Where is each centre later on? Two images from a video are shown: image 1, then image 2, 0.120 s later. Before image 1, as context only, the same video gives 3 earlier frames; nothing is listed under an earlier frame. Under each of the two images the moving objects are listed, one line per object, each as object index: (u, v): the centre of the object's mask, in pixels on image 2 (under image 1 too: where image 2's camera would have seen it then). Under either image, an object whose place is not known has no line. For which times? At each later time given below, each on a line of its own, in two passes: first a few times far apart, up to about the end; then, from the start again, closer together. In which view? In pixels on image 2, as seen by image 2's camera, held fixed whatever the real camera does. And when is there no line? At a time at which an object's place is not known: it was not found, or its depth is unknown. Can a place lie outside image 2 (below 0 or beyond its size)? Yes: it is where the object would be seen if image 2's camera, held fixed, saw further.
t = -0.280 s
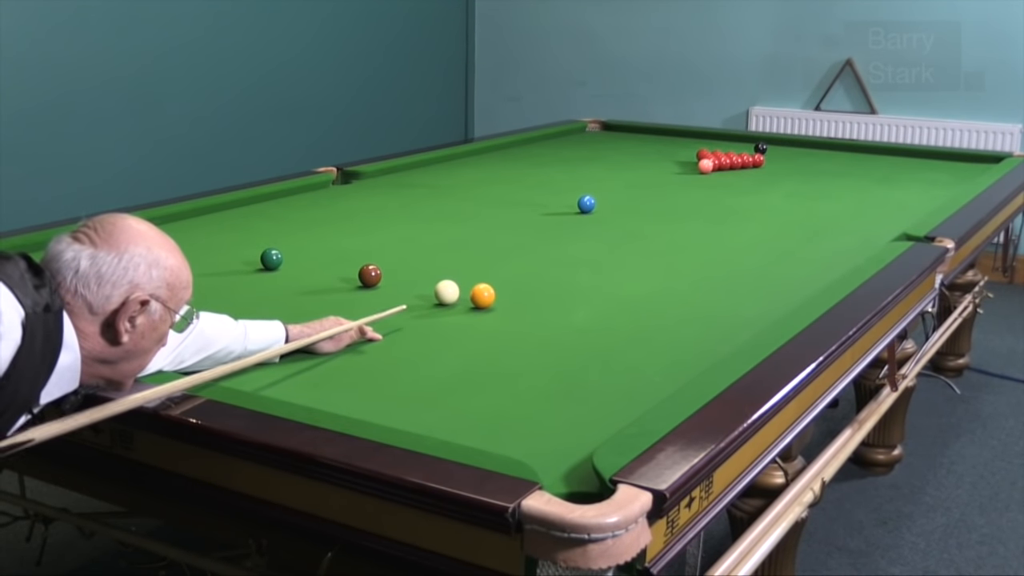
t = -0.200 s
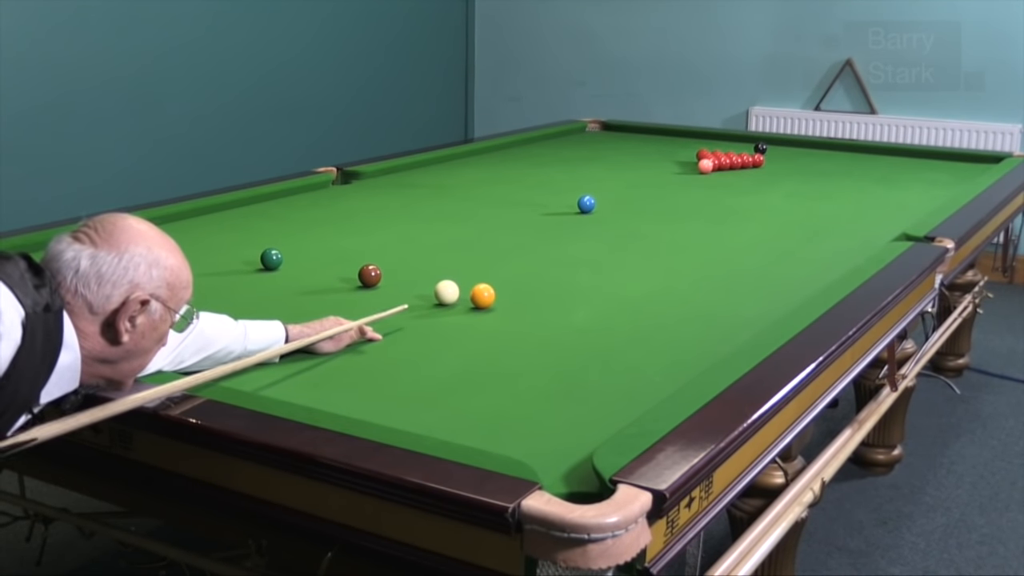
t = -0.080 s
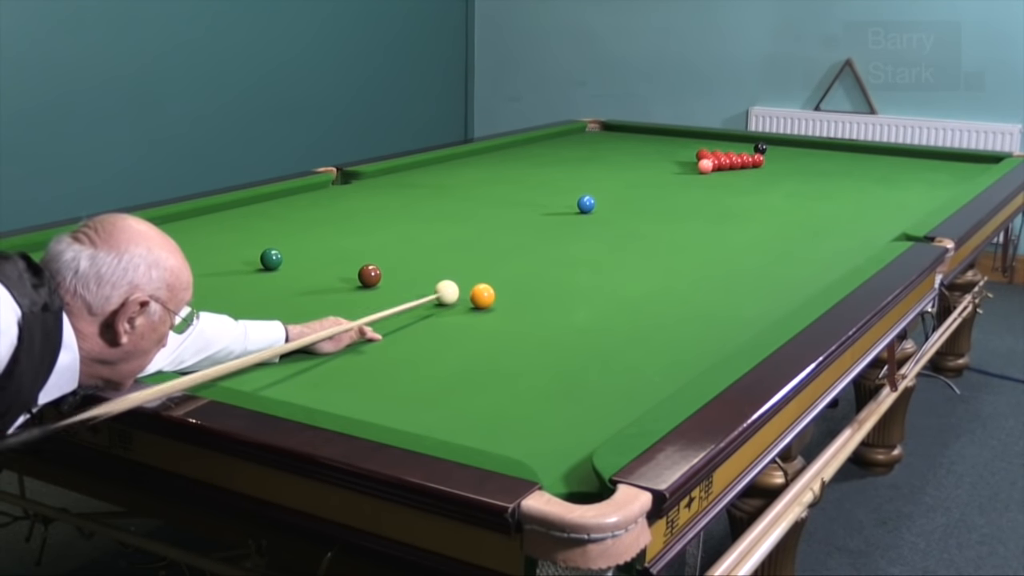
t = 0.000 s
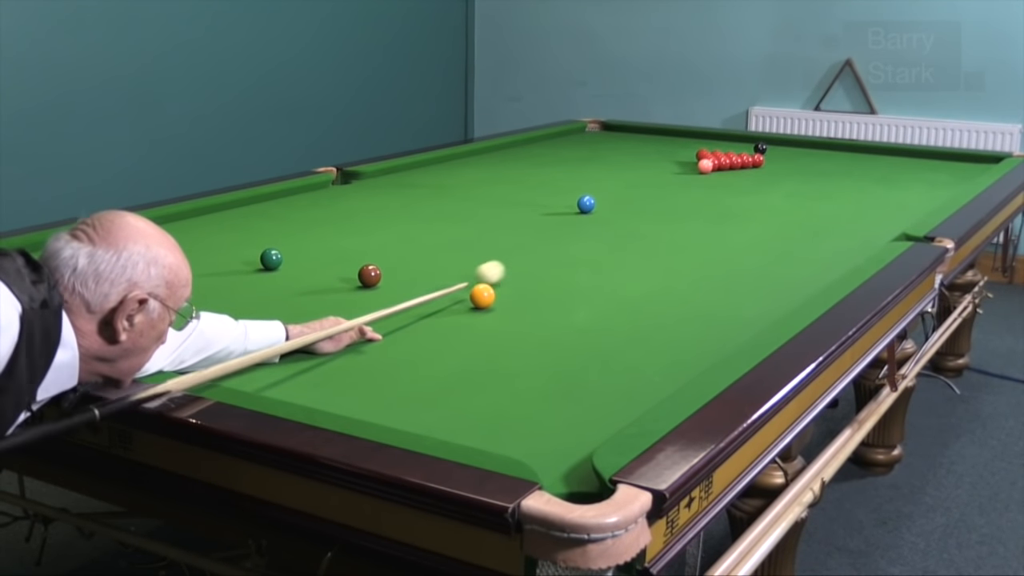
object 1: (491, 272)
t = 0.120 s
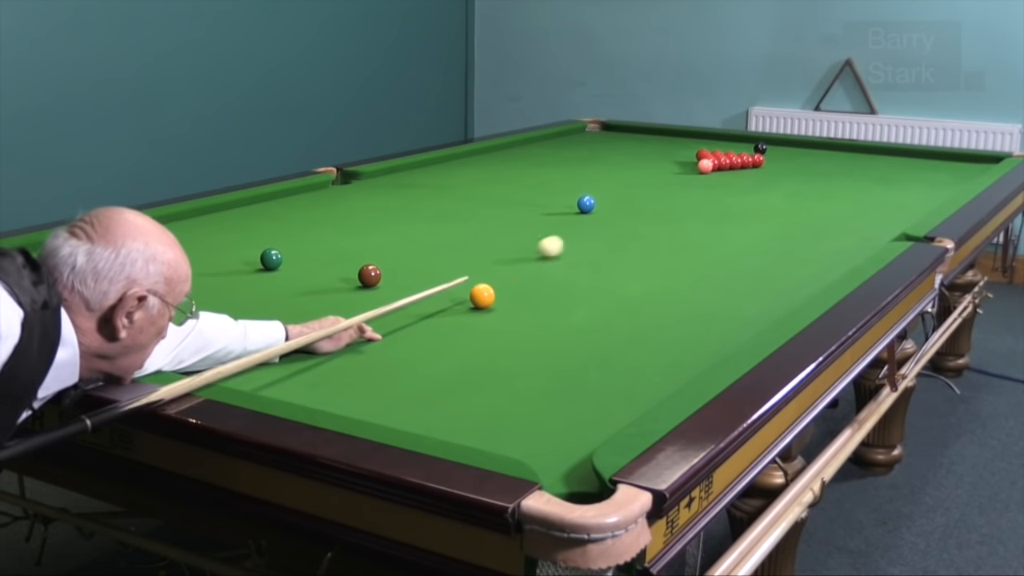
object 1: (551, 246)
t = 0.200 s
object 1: (584, 232)
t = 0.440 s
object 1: (663, 200)
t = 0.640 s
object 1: (713, 179)
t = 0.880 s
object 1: (771, 163)
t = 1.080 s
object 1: (834, 161)
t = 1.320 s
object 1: (902, 158)
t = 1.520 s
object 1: (955, 155)
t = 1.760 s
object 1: (980, 163)
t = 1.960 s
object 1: (937, 165)
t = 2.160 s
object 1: (893, 167)
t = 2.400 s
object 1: (841, 169)
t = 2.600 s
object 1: (797, 171)
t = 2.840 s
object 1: (744, 173)
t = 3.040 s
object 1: (700, 175)
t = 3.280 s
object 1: (648, 177)
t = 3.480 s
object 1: (603, 179)
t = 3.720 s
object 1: (550, 182)
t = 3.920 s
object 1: (505, 184)
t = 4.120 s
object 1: (462, 186)
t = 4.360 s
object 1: (409, 188)
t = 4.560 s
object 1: (365, 190)
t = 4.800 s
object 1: (314, 193)
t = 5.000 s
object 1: (270, 195)
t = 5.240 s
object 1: (263, 201)
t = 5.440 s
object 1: (259, 207)
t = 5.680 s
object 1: (253, 213)
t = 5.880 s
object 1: (249, 218)
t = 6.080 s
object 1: (245, 223)
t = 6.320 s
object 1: (239, 230)
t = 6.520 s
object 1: (235, 235)
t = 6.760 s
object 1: (231, 241)
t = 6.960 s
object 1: (227, 245)
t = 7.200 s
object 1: (223, 250)
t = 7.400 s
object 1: (220, 255)
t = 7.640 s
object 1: (217, 260)
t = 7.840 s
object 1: (214, 263)
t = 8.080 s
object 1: (211, 267)
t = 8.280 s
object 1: (209, 270)
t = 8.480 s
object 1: (208, 273)
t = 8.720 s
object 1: (206, 276)
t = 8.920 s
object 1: (206, 277)
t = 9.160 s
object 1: (205, 279)
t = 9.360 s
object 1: (205, 280)
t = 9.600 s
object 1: (205, 281)
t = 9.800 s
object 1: (205, 281)
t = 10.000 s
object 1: (205, 281)
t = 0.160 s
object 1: (568, 239)
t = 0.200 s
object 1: (584, 232)
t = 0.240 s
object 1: (599, 226)
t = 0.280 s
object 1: (613, 221)
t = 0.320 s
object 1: (626, 215)
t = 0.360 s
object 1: (639, 209)
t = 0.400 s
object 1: (651, 205)
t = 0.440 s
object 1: (663, 200)
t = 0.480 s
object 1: (673, 195)
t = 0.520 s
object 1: (684, 190)
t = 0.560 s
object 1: (694, 186)
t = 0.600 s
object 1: (704, 182)
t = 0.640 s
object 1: (713, 179)
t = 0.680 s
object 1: (722, 175)
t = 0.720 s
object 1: (730, 171)
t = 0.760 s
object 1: (739, 168)
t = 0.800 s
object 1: (746, 164)
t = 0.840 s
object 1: (758, 163)
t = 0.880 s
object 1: (771, 163)
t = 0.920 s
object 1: (785, 163)
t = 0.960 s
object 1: (798, 163)
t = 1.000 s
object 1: (810, 162)
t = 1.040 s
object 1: (822, 162)
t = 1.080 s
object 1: (834, 161)
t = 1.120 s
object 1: (846, 161)
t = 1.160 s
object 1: (857, 160)
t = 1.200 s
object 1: (869, 159)
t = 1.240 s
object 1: (880, 159)
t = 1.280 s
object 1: (891, 158)
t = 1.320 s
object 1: (902, 158)
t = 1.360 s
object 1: (913, 157)
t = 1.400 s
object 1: (923, 157)
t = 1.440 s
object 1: (934, 156)
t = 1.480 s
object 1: (945, 156)
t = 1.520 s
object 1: (955, 155)
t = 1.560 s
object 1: (964, 157)
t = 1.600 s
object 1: (972, 158)
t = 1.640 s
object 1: (982, 160)
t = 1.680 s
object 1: (990, 161)
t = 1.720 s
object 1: (991, 162)
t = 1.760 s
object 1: (980, 163)
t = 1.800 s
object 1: (971, 163)
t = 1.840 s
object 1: (963, 164)
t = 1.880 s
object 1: (954, 164)
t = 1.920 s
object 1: (945, 165)
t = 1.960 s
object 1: (937, 165)
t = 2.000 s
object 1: (928, 165)
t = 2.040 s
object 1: (919, 166)
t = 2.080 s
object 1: (910, 166)
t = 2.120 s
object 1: (902, 166)
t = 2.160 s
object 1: (893, 167)
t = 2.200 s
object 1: (884, 167)
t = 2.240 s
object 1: (876, 168)
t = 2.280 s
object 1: (867, 168)
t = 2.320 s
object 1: (858, 168)
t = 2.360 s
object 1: (849, 169)
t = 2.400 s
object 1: (841, 169)
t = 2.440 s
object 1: (832, 169)
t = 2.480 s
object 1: (823, 170)
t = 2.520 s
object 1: (814, 170)
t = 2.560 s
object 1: (806, 170)
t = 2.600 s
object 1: (797, 171)
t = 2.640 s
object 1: (789, 171)
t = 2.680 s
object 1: (780, 172)
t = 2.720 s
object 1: (771, 172)
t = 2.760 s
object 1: (762, 172)
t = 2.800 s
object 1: (753, 172)
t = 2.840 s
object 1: (744, 173)
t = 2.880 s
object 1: (736, 173)
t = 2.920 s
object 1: (727, 174)
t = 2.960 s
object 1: (718, 174)
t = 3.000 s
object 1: (709, 175)
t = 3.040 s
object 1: (700, 175)
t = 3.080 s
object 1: (691, 175)
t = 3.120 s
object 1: (683, 176)
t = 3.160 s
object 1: (674, 176)
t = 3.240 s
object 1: (656, 177)
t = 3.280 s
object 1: (648, 177)
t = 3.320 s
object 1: (638, 178)
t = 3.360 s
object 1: (630, 178)
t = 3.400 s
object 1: (621, 178)
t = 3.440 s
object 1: (612, 179)
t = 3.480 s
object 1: (603, 179)
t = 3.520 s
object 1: (595, 180)
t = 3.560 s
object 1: (585, 180)
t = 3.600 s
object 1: (576, 181)
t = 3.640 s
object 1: (568, 181)
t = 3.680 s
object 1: (558, 181)
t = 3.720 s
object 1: (550, 182)
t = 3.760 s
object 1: (541, 182)
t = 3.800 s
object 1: (532, 182)
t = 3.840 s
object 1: (523, 183)
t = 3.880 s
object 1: (514, 183)
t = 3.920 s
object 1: (505, 184)
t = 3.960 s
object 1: (497, 184)
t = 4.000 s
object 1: (488, 185)
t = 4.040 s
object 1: (479, 185)
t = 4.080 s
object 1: (470, 185)
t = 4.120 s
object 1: (462, 186)
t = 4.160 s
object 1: (452, 186)
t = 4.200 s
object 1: (444, 187)
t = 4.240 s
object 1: (435, 187)
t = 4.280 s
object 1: (426, 187)
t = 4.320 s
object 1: (418, 188)
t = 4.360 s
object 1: (409, 188)
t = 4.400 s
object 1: (400, 189)
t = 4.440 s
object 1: (392, 189)
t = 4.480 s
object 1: (383, 190)
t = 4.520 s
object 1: (374, 190)
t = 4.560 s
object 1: (365, 190)
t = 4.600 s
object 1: (357, 191)
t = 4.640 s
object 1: (348, 191)
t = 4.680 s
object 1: (340, 192)
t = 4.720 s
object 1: (331, 192)
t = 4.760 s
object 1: (322, 193)
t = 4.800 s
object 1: (314, 193)
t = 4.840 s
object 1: (305, 193)
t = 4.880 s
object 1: (296, 194)
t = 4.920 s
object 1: (288, 194)
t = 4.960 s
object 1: (279, 195)
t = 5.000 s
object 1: (270, 195)
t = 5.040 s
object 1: (267, 196)
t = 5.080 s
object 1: (267, 197)
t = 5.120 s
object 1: (266, 198)
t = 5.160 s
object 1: (265, 199)
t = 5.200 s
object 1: (264, 200)
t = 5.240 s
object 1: (263, 201)
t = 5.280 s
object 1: (262, 202)
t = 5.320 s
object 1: (262, 203)
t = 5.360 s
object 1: (261, 205)
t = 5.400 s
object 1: (260, 206)
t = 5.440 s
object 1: (259, 207)
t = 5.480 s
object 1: (258, 208)
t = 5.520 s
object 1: (257, 209)
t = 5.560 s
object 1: (256, 210)
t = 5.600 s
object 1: (255, 211)
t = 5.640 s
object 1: (254, 212)
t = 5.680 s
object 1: (253, 213)
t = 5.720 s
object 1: (252, 214)
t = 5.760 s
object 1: (251, 215)
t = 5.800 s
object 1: (251, 216)
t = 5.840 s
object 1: (250, 217)
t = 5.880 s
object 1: (249, 218)
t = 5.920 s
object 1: (248, 219)
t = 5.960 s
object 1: (247, 220)
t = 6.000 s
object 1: (246, 221)
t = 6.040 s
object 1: (246, 222)
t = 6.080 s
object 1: (245, 223)
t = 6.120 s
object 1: (244, 225)
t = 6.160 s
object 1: (243, 225)
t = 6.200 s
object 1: (242, 226)
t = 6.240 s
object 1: (241, 228)
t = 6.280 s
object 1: (240, 229)
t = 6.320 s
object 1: (239, 230)
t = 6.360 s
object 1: (239, 231)
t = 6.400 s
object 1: (238, 232)
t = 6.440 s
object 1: (237, 233)
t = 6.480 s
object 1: (236, 234)
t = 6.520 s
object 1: (235, 235)
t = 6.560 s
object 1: (234, 236)
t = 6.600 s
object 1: (234, 237)
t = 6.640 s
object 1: (233, 238)
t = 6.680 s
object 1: (232, 239)
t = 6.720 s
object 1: (232, 240)
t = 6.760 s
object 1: (231, 241)
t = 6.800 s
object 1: (230, 242)
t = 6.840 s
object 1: (229, 242)
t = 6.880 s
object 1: (229, 243)
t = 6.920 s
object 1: (228, 244)
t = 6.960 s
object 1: (227, 245)
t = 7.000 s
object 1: (227, 246)
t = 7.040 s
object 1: (226, 247)
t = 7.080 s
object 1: (225, 248)
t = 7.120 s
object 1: (225, 249)
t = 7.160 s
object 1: (224, 250)
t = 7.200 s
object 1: (223, 250)
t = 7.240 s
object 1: (223, 251)
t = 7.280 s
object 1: (222, 252)
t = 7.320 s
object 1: (221, 253)
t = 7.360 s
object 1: (221, 254)
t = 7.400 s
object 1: (220, 255)
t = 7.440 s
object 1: (220, 256)
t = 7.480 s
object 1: (219, 256)
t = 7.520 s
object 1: (218, 257)
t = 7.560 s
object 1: (218, 258)
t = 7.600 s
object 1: (217, 259)
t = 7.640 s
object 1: (217, 260)
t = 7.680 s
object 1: (216, 260)
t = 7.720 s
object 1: (215, 261)
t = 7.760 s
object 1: (215, 262)
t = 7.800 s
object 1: (214, 262)
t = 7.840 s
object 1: (214, 263)
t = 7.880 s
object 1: (213, 264)
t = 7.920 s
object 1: (213, 265)
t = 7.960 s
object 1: (213, 265)
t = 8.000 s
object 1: (212, 266)
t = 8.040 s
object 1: (212, 266)
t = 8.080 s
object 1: (211, 267)
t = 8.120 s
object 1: (211, 268)
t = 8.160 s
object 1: (210, 268)
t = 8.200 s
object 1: (210, 269)
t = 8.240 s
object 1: (209, 270)
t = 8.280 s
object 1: (209, 270)
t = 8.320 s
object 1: (209, 271)
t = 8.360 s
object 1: (208, 271)
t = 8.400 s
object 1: (208, 272)
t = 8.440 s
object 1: (208, 272)
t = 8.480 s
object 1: (208, 273)
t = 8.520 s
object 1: (207, 274)
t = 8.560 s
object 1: (207, 274)
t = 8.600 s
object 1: (207, 274)
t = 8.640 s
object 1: (206, 275)
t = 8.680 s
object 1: (206, 275)
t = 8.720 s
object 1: (206, 276)
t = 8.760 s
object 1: (206, 276)
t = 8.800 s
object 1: (206, 277)
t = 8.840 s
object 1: (206, 277)
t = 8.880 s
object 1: (206, 277)
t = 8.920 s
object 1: (206, 277)
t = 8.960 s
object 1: (205, 278)
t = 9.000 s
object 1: (205, 278)
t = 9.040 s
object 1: (205, 278)
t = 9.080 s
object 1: (205, 279)
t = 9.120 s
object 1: (205, 279)
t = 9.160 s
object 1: (205, 279)
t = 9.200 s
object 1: (205, 279)
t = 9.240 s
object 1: (205, 279)
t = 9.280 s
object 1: (205, 280)
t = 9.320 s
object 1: (205, 280)
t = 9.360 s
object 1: (205, 280)
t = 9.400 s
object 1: (205, 280)
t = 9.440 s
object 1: (205, 280)
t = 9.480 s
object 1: (205, 280)
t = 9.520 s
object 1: (205, 281)
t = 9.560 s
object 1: (205, 281)
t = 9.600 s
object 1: (205, 281)
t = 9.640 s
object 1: (205, 281)
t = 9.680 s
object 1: (205, 281)
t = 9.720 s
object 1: (205, 281)
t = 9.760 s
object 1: (205, 281)
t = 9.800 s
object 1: (205, 281)
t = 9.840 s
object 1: (205, 281)
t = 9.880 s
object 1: (205, 281)
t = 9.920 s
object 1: (205, 281)
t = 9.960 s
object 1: (205, 281)
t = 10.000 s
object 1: (205, 281)
